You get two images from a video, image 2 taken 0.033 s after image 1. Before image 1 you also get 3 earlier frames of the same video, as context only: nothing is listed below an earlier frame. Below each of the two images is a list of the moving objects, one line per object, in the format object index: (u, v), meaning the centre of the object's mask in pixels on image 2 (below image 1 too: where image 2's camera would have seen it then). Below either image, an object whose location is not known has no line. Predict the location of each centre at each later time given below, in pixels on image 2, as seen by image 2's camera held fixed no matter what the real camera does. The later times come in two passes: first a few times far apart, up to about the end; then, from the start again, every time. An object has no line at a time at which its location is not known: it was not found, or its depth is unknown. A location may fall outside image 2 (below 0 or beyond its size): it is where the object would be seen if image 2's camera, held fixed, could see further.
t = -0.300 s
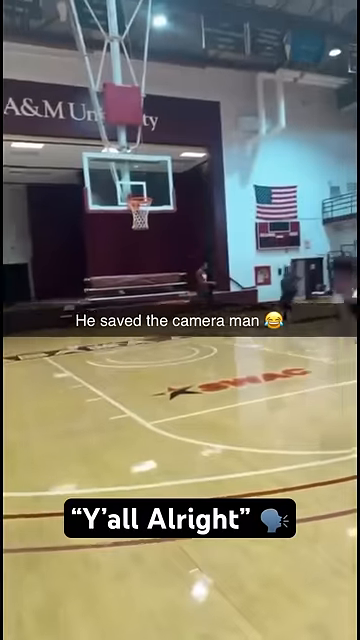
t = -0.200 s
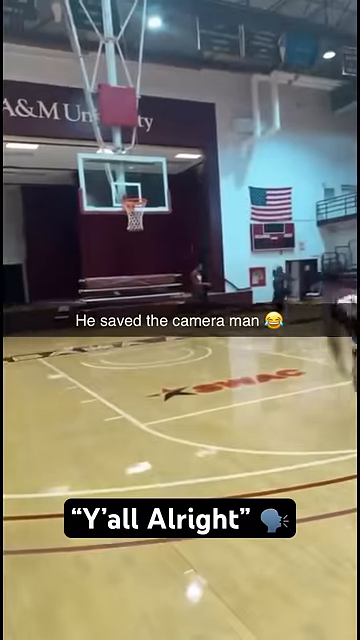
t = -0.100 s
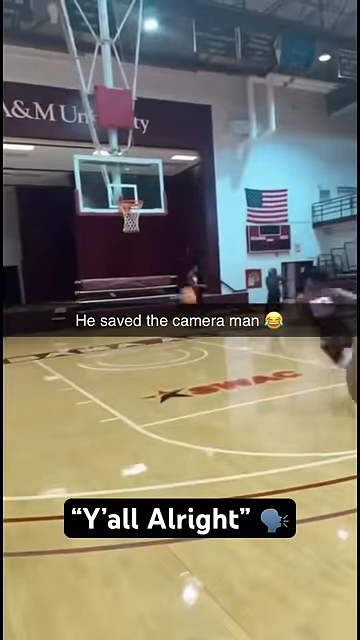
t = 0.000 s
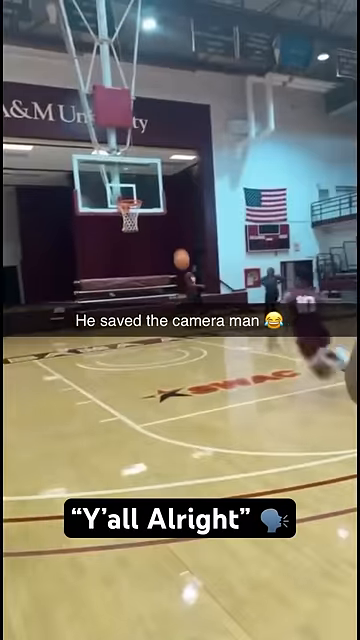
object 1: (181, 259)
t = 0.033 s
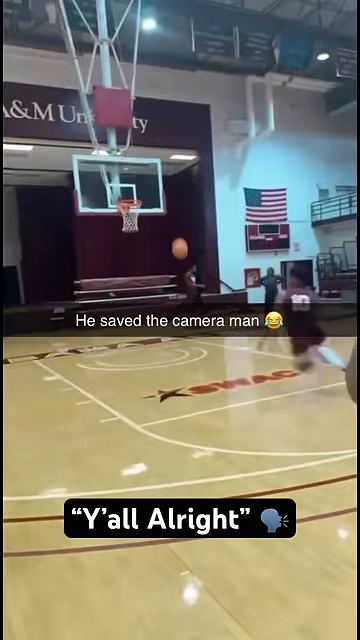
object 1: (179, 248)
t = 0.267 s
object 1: (169, 193)
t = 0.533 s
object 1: (159, 175)
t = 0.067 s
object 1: (178, 238)
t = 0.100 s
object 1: (176, 228)
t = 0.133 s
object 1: (174, 220)
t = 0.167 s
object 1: (173, 211)
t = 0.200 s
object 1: (172, 204)
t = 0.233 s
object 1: (170, 198)
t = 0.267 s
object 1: (169, 193)
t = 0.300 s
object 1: (168, 188)
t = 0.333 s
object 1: (167, 184)
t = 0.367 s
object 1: (165, 180)
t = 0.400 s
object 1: (164, 177)
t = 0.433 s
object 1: (163, 176)
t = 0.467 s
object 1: (162, 174)
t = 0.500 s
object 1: (161, 174)
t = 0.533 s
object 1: (159, 175)
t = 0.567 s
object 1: (159, 175)
